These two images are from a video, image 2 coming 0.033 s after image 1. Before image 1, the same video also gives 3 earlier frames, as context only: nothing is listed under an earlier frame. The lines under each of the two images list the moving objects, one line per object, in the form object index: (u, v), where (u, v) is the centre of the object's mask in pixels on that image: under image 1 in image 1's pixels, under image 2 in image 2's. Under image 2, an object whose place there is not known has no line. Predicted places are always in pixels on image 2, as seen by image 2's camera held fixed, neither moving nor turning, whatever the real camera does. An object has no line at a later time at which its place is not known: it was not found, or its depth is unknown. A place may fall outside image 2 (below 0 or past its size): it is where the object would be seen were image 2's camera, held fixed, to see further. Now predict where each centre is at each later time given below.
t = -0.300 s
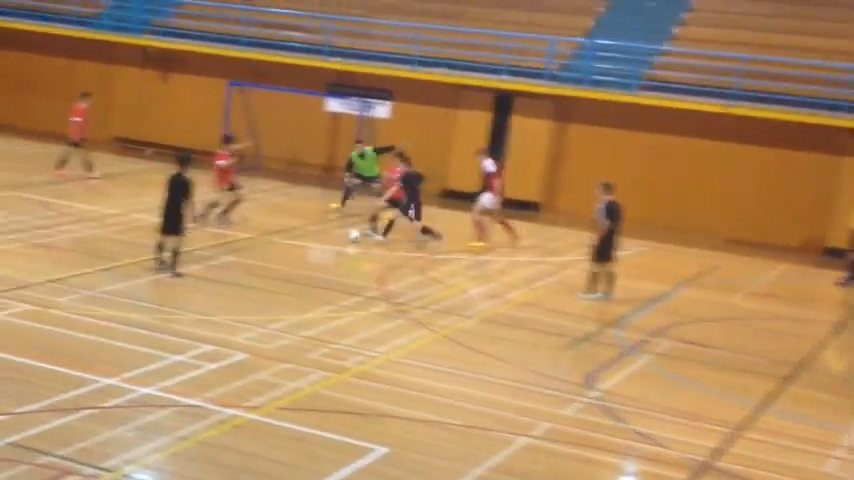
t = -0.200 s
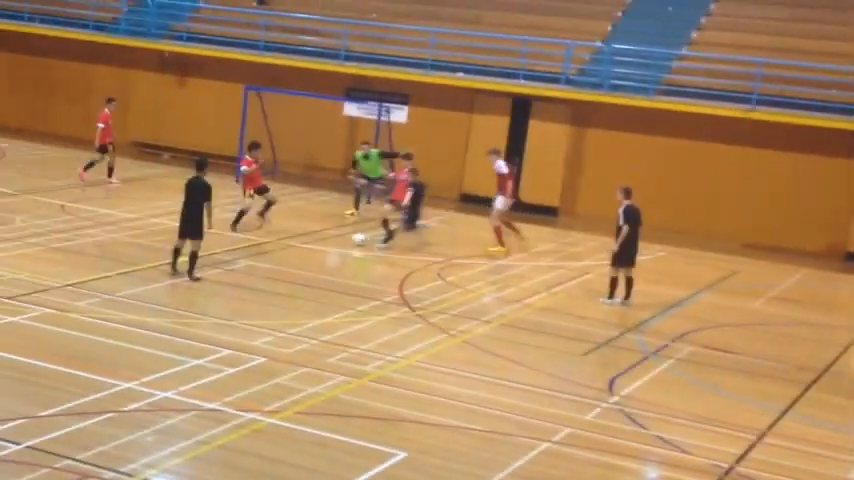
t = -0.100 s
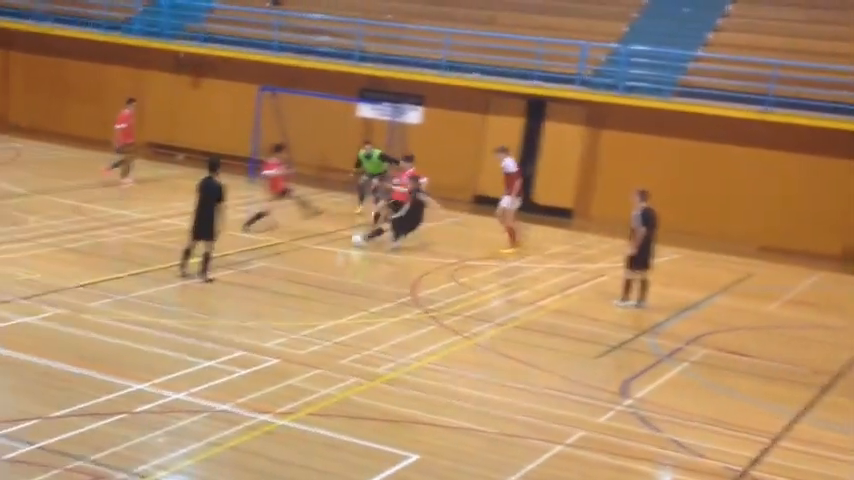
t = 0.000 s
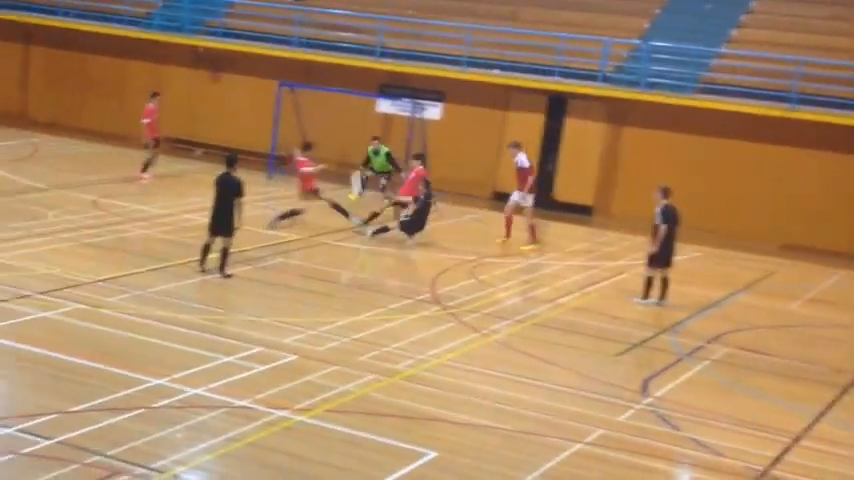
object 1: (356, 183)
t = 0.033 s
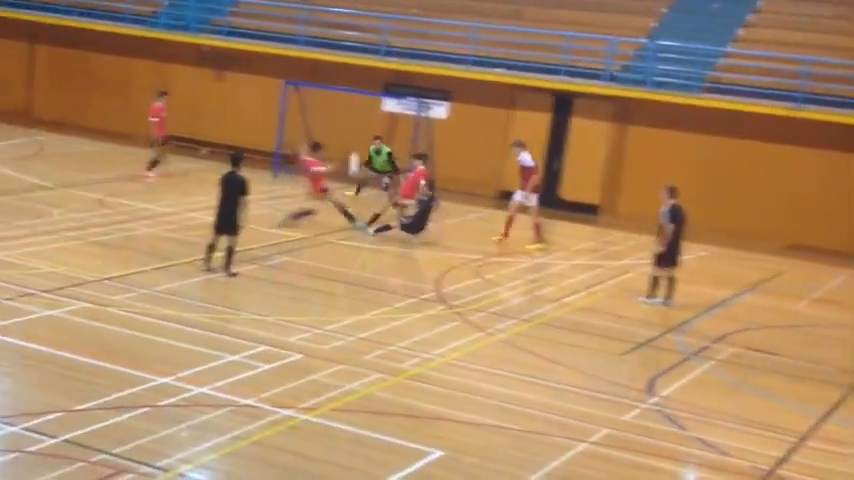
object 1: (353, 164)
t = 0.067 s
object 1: (346, 144)
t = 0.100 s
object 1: (339, 127)
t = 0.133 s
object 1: (332, 111)
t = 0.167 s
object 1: (325, 94)
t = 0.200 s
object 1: (318, 79)
